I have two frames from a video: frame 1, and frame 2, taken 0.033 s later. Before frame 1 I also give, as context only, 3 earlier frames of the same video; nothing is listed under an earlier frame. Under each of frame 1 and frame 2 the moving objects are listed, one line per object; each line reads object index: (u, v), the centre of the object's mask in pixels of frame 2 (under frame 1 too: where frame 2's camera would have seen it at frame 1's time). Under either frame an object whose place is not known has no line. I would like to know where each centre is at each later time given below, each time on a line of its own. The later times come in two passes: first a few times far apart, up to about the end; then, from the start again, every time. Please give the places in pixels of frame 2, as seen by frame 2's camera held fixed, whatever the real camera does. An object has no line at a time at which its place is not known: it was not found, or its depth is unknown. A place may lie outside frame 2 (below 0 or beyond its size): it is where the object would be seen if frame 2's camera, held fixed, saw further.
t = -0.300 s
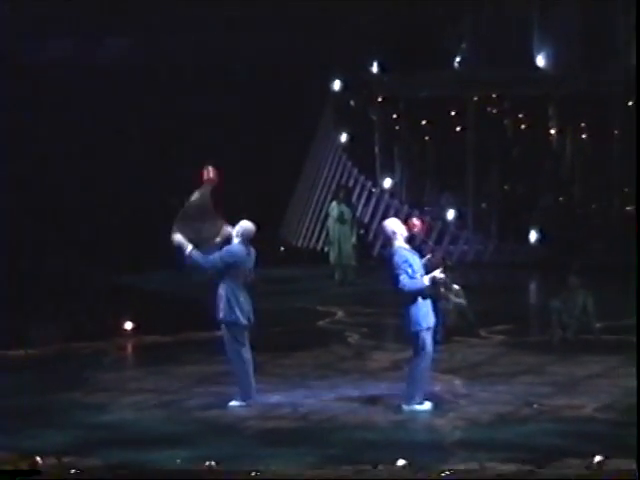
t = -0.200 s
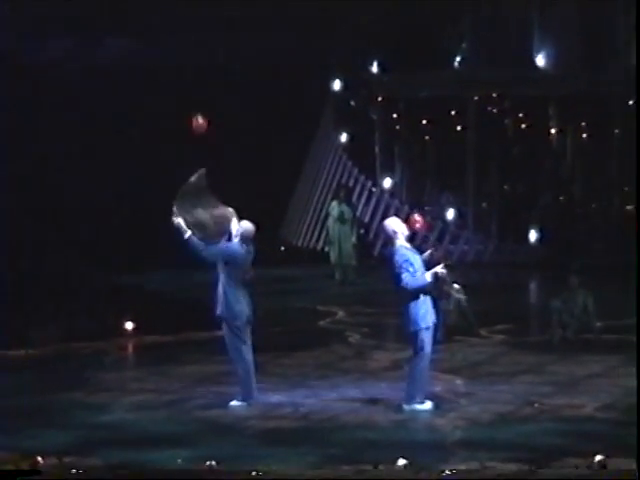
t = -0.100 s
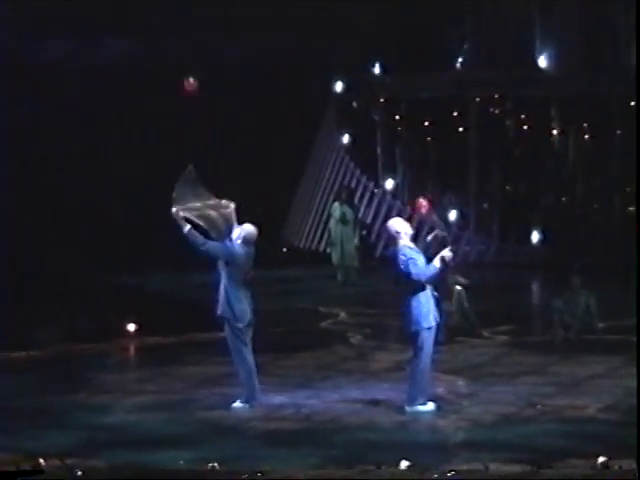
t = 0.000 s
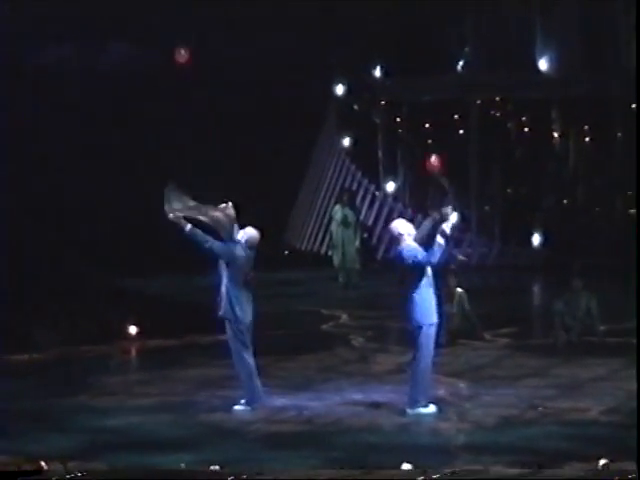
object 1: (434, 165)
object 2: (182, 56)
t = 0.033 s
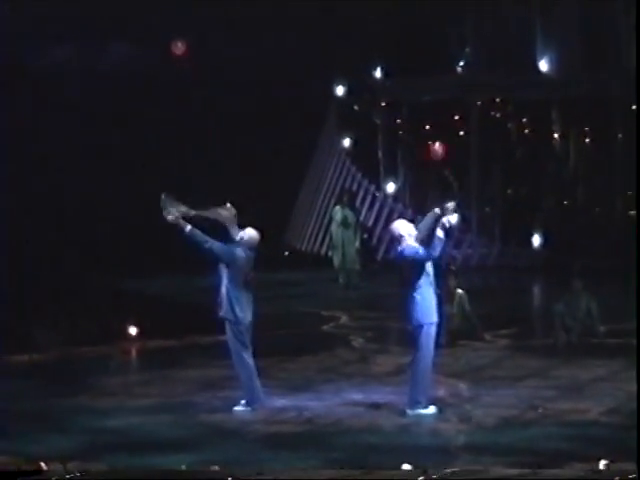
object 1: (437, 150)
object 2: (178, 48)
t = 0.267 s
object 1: (467, 86)
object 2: (156, 18)
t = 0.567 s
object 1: (506, 83)
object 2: (130, 59)
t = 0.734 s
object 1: (529, 121)
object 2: (117, 119)
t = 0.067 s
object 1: (442, 138)
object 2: (175, 40)
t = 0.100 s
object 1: (446, 127)
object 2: (172, 34)
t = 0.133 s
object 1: (450, 116)
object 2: (168, 29)
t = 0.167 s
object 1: (454, 107)
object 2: (165, 24)
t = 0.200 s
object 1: (458, 98)
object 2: (162, 21)
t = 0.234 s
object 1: (463, 92)
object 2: (159, 20)
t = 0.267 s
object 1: (467, 86)
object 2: (156, 18)
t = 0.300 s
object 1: (471, 82)
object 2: (153, 18)
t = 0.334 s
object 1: (475, 78)
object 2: (150, 20)
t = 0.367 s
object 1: (480, 75)
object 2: (147, 23)
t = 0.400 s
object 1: (484, 74)
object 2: (144, 27)
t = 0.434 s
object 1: (488, 73)
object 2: (141, 32)
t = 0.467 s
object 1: (492, 74)
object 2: (138, 37)
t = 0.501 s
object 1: (497, 76)
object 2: (136, 43)
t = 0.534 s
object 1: (501, 79)
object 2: (133, 51)
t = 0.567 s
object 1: (506, 83)
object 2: (130, 59)
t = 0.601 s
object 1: (510, 88)
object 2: (128, 70)
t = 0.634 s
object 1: (515, 95)
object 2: (125, 79)
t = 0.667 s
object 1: (519, 102)
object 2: (122, 92)
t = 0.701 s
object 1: (524, 111)
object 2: (120, 105)
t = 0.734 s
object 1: (529, 121)
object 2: (117, 119)
